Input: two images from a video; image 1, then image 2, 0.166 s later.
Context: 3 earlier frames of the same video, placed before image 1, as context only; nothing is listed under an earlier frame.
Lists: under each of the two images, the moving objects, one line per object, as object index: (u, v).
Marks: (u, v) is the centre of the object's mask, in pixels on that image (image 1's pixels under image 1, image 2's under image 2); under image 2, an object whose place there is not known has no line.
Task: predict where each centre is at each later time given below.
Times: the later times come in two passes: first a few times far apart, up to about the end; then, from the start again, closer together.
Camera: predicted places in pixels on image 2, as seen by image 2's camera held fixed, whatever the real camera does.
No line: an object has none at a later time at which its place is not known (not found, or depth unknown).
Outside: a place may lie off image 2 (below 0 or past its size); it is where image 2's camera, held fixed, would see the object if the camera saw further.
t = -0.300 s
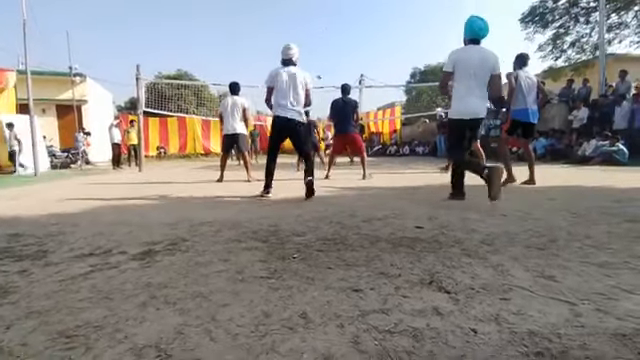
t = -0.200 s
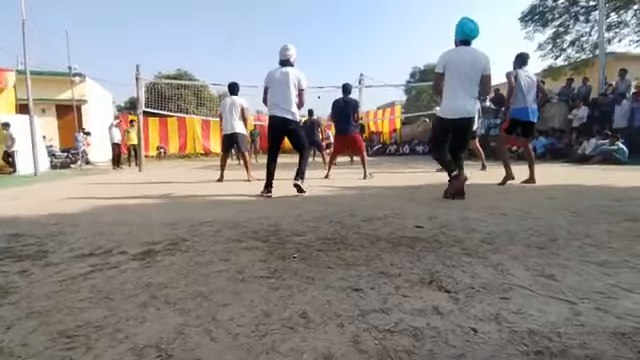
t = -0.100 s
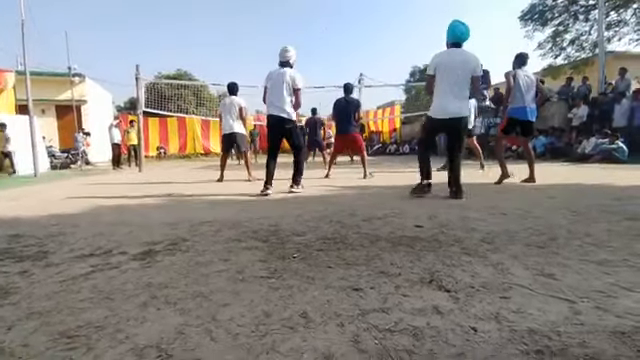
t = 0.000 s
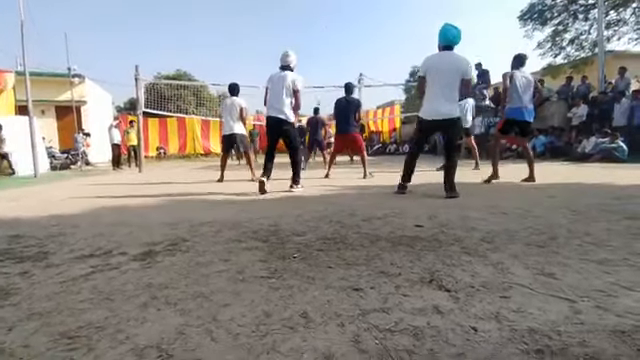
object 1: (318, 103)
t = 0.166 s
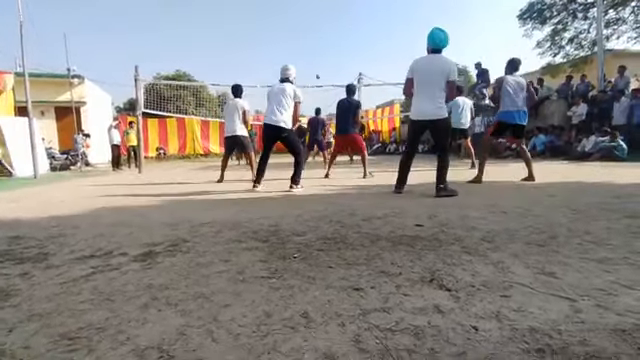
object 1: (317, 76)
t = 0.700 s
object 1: (312, 15)
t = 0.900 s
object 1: (309, 12)
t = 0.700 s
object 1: (312, 15)
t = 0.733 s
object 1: (312, 13)
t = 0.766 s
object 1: (311, 12)
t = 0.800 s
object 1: (311, 11)
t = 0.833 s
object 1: (310, 11)
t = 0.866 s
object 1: (309, 11)
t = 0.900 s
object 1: (309, 12)
